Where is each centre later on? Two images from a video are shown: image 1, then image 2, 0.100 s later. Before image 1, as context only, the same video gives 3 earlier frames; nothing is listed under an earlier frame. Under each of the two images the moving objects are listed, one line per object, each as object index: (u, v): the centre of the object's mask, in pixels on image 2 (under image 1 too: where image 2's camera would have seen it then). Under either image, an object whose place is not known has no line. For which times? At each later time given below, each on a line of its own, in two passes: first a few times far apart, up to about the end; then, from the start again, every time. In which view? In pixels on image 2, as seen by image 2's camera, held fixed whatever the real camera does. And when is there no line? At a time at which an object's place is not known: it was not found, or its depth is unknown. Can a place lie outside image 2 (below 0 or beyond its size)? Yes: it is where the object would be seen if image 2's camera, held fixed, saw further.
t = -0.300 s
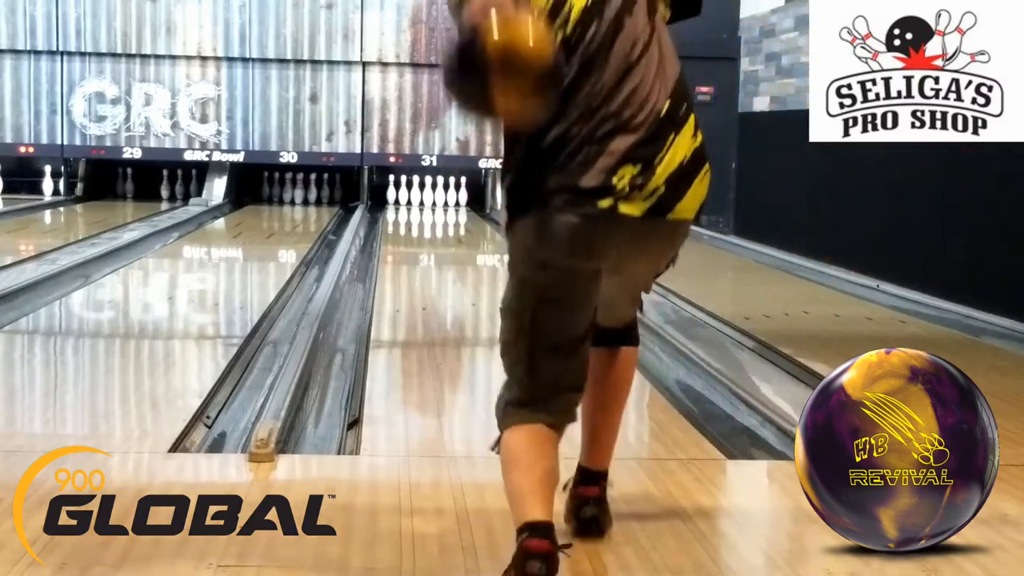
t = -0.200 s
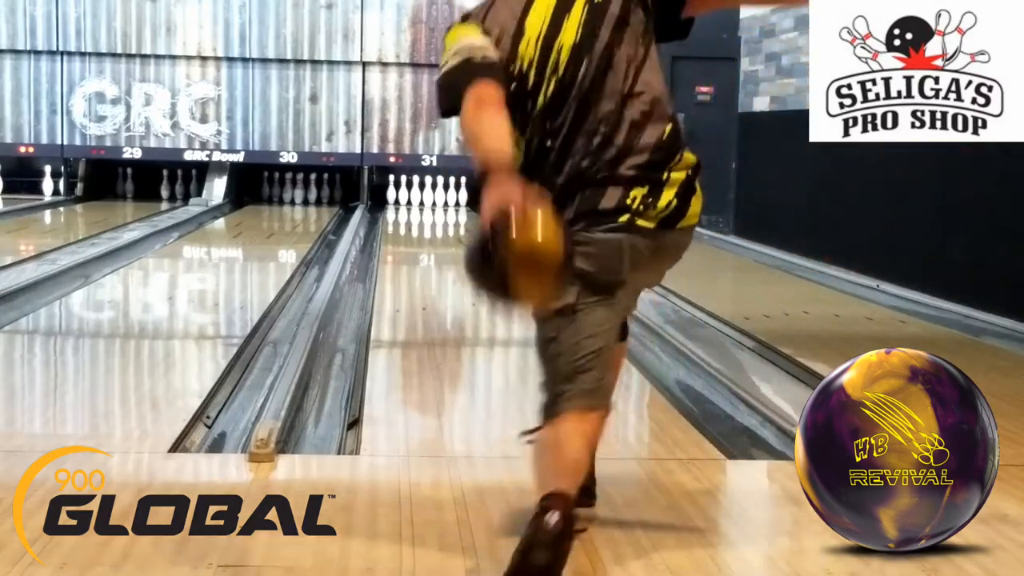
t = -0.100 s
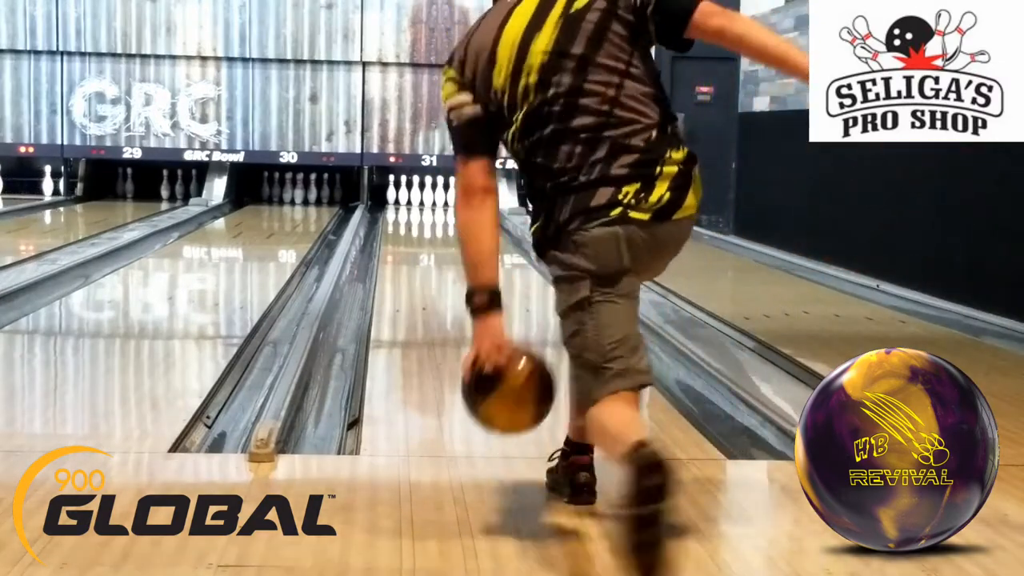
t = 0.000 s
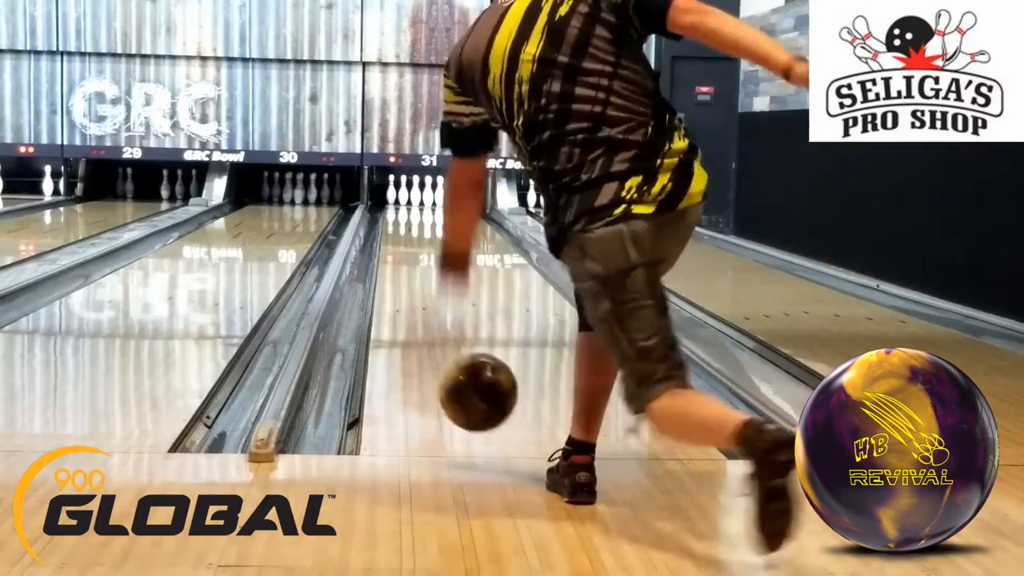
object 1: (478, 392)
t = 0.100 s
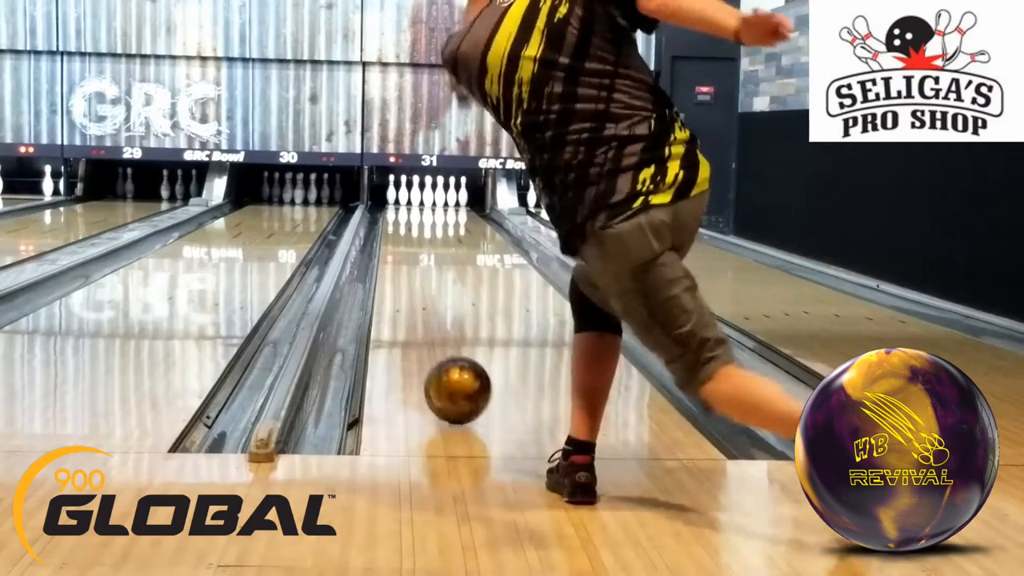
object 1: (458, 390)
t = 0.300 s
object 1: (432, 330)
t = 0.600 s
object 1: (412, 280)
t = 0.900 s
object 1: (401, 251)
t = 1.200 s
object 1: (399, 232)
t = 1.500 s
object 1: (399, 219)
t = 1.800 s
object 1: (403, 210)
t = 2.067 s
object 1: (413, 204)
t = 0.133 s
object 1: (452, 377)
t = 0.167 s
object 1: (447, 366)
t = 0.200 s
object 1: (444, 358)
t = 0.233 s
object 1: (439, 347)
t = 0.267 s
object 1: (436, 338)
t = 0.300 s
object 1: (432, 330)
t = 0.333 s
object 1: (429, 323)
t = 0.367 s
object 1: (426, 316)
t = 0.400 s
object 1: (424, 310)
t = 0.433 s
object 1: (422, 304)
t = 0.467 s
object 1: (419, 298)
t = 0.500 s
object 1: (417, 293)
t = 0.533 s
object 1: (415, 289)
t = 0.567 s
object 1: (413, 285)
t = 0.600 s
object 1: (412, 280)
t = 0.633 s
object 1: (410, 277)
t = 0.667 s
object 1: (409, 273)
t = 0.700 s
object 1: (407, 269)
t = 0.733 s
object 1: (407, 267)
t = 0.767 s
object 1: (405, 264)
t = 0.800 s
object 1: (404, 260)
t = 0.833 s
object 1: (403, 257)
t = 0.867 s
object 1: (403, 254)
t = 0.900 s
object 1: (401, 251)
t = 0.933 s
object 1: (401, 249)
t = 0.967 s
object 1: (400, 247)
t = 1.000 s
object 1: (400, 244)
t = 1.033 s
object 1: (399, 242)
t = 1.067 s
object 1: (399, 240)
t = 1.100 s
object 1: (399, 237)
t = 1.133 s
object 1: (398, 235)
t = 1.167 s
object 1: (398, 233)
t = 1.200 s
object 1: (399, 232)
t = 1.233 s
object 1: (399, 230)
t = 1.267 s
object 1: (398, 228)
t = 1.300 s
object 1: (397, 227)
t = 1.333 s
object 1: (398, 226)
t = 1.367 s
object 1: (398, 224)
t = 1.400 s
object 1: (398, 223)
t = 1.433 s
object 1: (398, 221)
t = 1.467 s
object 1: (398, 220)
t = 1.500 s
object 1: (399, 219)
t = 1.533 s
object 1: (398, 218)
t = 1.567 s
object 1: (399, 217)
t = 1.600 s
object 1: (400, 216)
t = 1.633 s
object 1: (400, 215)
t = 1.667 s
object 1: (401, 214)
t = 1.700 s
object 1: (401, 212)
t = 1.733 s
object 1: (402, 211)
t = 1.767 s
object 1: (403, 210)
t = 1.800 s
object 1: (403, 210)
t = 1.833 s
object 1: (404, 209)
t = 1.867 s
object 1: (405, 208)
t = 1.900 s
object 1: (407, 207)
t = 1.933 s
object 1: (408, 206)
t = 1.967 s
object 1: (409, 206)
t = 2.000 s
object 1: (410, 205)
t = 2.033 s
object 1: (411, 205)
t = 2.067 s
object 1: (413, 204)
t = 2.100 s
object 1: (414, 204)
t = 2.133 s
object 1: (416, 203)
